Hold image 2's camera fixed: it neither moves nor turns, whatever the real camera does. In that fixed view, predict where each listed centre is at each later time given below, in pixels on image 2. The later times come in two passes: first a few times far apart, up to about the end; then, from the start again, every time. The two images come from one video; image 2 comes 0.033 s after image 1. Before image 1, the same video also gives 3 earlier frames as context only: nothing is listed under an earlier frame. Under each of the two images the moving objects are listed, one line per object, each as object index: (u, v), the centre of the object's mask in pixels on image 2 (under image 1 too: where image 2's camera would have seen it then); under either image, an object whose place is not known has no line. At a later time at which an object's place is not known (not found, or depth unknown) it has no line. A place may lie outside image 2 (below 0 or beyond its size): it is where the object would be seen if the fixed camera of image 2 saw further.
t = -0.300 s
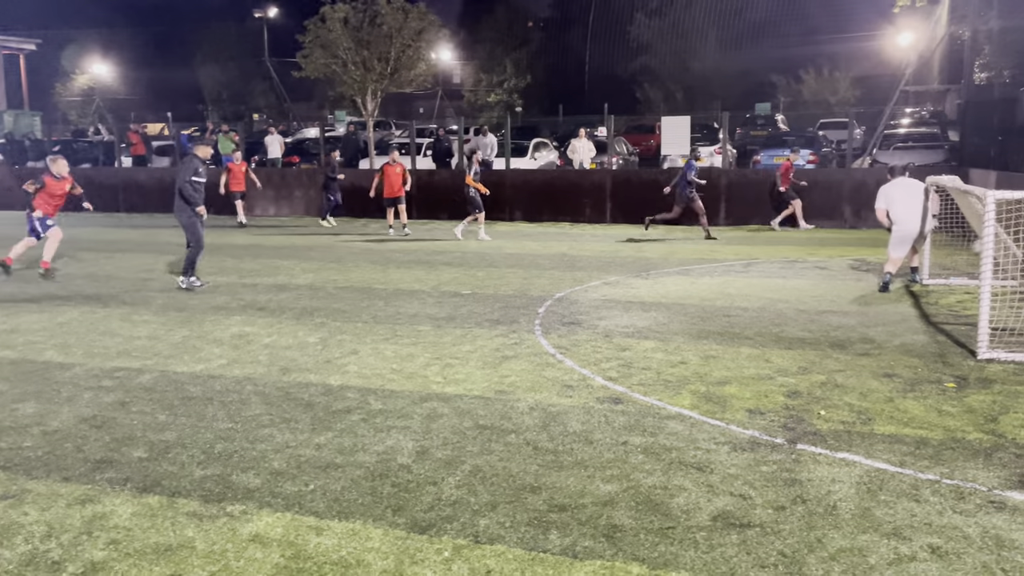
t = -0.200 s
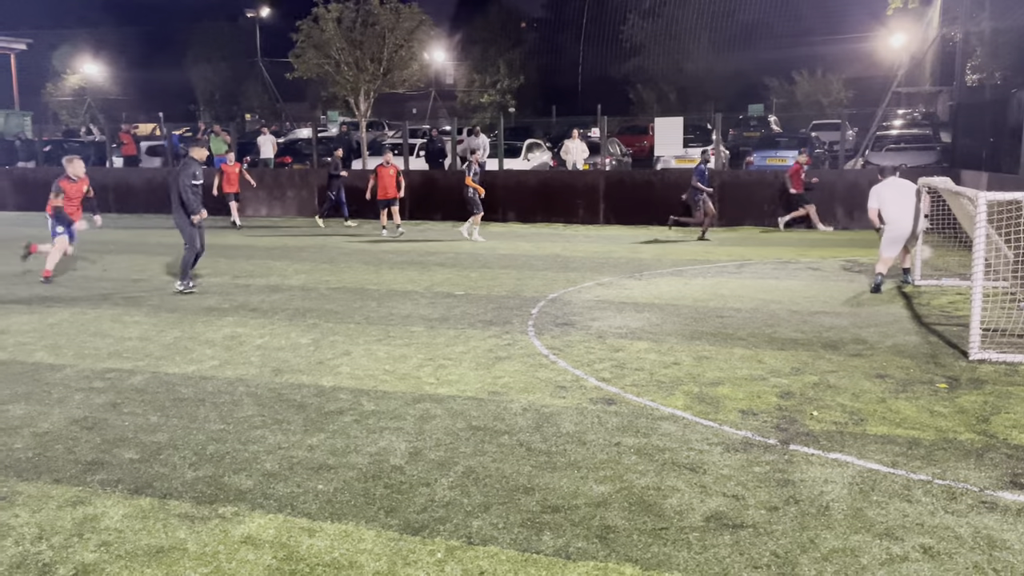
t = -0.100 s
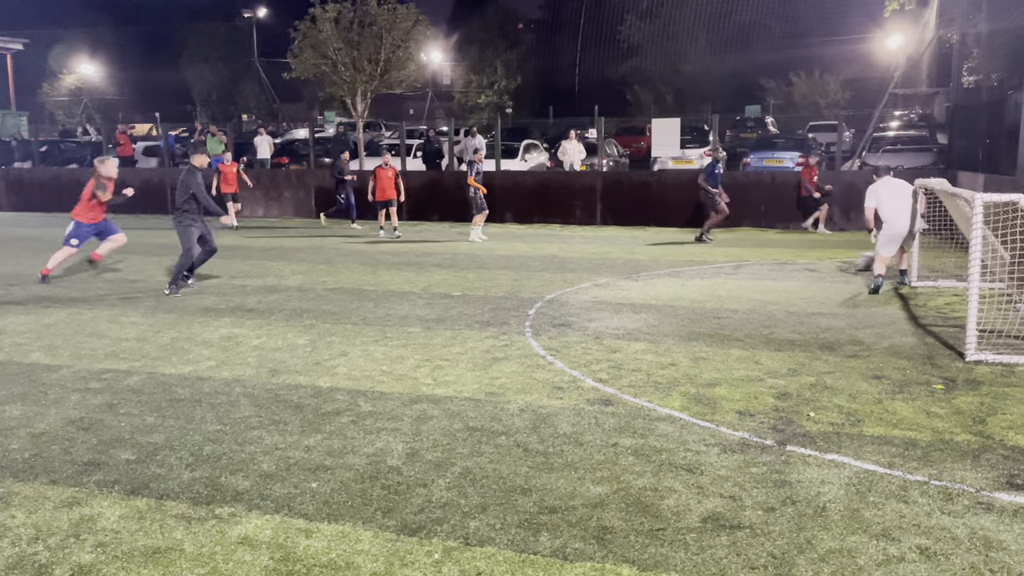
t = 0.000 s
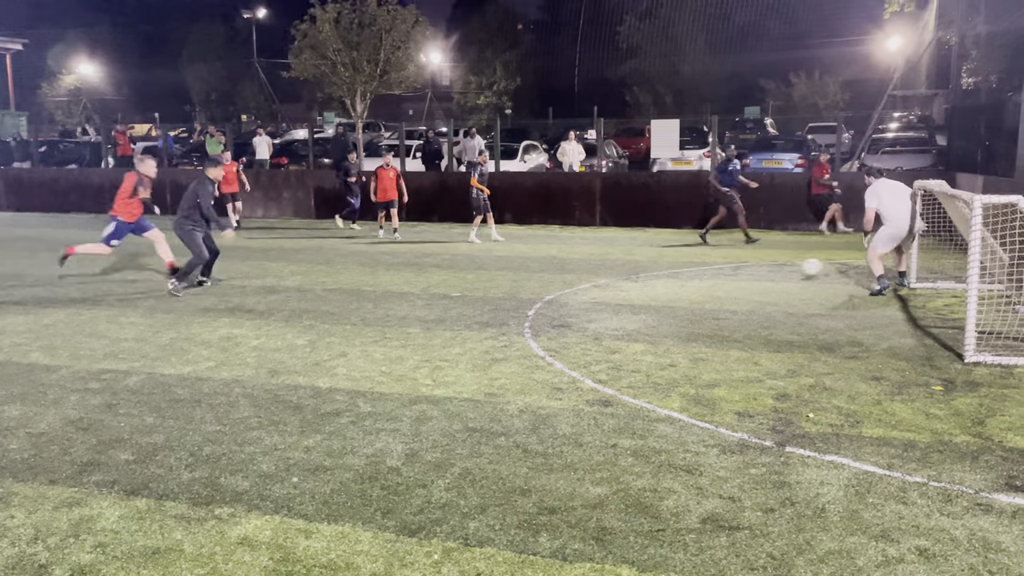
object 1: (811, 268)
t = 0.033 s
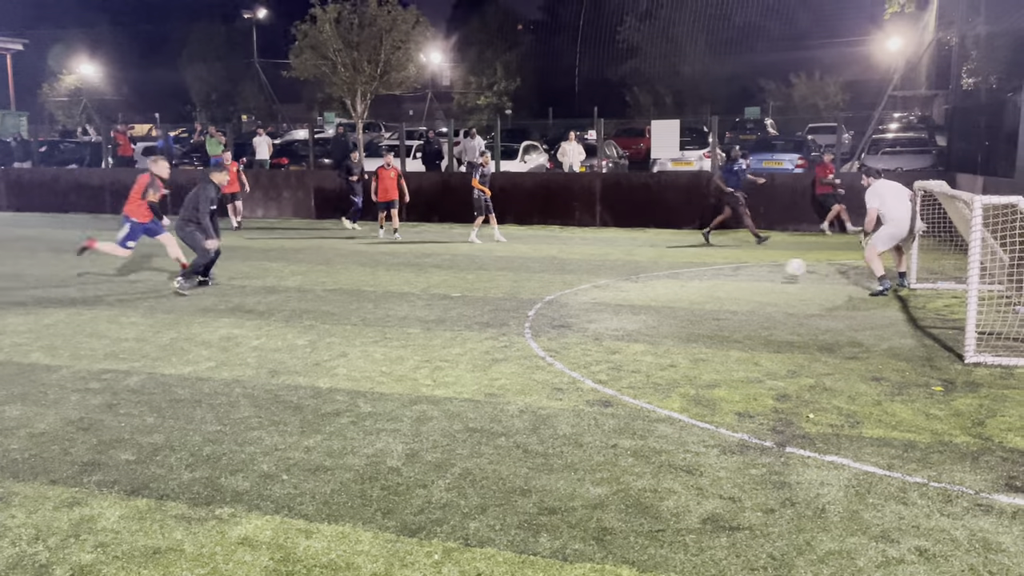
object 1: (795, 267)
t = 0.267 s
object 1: (662, 287)
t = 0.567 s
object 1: (485, 315)
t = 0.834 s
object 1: (295, 347)
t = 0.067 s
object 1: (778, 267)
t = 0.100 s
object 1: (759, 269)
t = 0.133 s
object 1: (740, 272)
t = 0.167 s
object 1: (721, 275)
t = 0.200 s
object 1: (700, 281)
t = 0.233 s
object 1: (680, 286)
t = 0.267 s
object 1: (662, 287)
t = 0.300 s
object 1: (646, 285)
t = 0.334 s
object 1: (628, 285)
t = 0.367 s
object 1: (610, 286)
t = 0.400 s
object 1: (591, 287)
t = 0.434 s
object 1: (571, 290)
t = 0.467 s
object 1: (551, 294)
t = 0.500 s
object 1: (530, 300)
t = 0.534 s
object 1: (507, 308)
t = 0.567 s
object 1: (485, 315)
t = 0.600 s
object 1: (465, 315)
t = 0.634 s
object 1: (444, 315)
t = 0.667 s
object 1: (421, 317)
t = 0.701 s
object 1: (398, 321)
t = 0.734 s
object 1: (374, 327)
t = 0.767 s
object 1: (349, 334)
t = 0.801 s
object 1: (323, 343)
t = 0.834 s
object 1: (295, 347)
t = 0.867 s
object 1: (267, 348)
